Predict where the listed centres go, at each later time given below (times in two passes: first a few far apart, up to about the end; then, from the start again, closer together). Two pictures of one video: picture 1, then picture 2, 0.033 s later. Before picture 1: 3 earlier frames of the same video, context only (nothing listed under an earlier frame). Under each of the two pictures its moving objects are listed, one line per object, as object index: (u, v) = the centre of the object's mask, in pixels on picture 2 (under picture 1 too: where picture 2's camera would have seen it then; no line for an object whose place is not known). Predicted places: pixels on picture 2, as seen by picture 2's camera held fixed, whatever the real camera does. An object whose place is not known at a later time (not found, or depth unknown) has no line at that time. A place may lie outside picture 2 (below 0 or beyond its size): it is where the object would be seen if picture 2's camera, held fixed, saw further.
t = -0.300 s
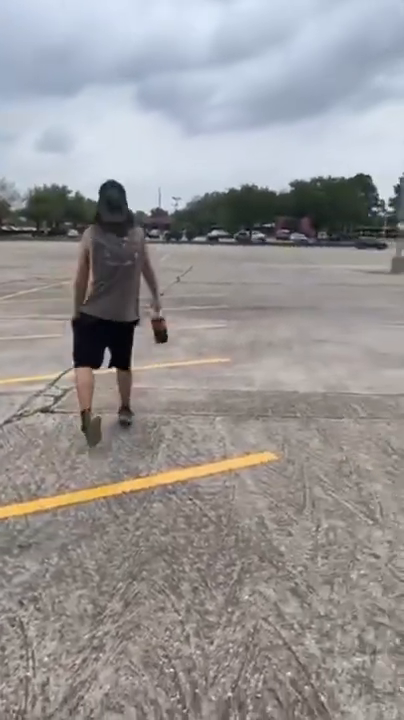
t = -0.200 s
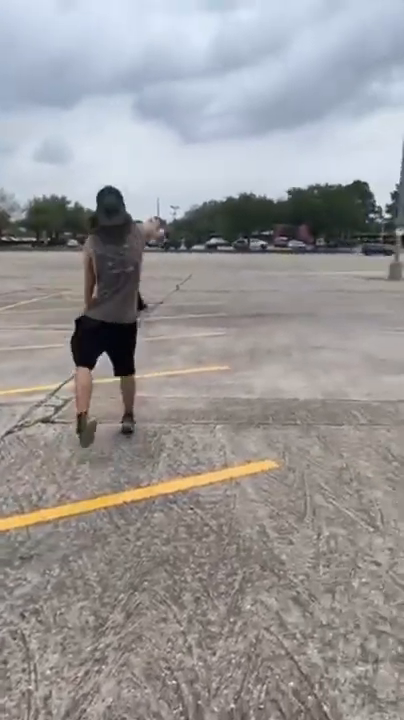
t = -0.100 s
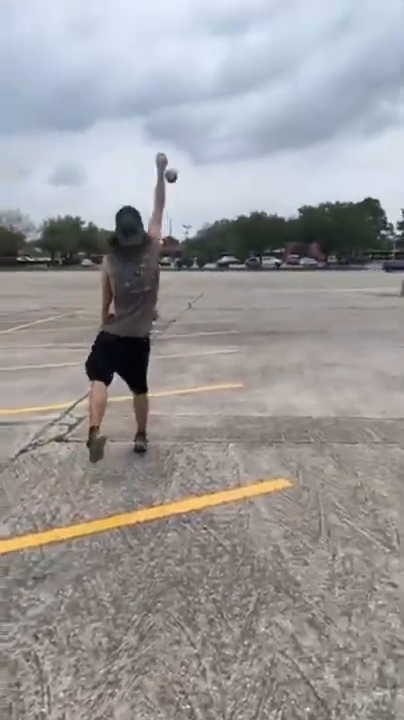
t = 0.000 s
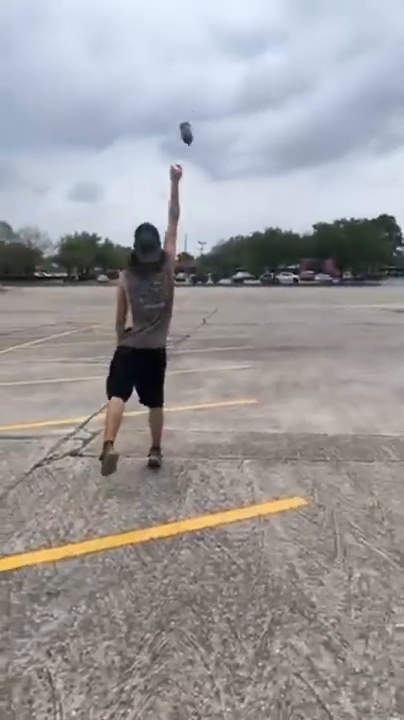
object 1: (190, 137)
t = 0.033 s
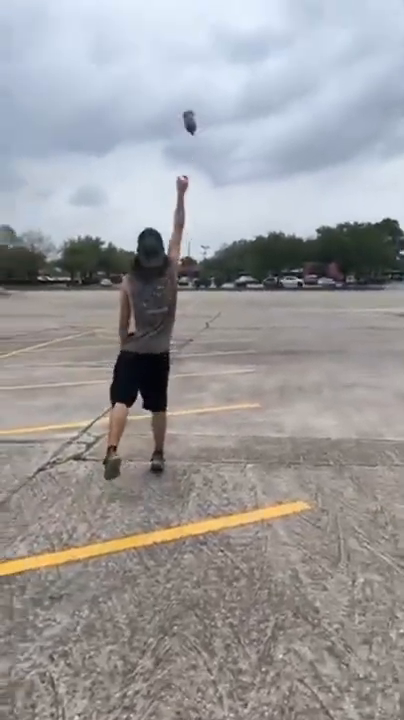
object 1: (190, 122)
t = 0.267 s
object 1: (187, 58)
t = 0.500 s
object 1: (186, 50)
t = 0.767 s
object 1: (188, 87)
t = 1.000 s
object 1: (189, 145)
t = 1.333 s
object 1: (191, 252)
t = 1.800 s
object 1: (178, 347)
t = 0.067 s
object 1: (189, 108)
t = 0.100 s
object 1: (189, 96)
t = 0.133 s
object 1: (188, 86)
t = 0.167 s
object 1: (188, 77)
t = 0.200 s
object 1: (187, 70)
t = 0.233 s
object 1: (187, 63)
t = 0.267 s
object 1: (187, 58)
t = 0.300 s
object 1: (186, 54)
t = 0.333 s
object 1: (187, 51)
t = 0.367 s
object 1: (186, 49)
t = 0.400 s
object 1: (186, 49)
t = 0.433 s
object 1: (186, 48)
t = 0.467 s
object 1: (186, 49)
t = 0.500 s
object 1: (186, 50)
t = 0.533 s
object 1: (186, 53)
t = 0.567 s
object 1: (186, 56)
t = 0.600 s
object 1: (186, 60)
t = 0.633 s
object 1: (187, 64)
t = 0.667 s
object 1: (187, 69)
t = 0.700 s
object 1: (187, 75)
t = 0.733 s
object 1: (187, 80)
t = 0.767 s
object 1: (188, 87)
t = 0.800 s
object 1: (188, 94)
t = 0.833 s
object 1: (188, 101)
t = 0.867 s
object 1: (188, 109)
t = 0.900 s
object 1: (188, 117)
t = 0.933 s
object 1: (189, 127)
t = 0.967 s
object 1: (189, 136)
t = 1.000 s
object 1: (189, 145)
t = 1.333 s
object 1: (191, 252)
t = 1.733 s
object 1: (181, 347)
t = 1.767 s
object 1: (179, 347)
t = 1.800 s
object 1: (178, 347)
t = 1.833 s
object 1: (173, 348)
